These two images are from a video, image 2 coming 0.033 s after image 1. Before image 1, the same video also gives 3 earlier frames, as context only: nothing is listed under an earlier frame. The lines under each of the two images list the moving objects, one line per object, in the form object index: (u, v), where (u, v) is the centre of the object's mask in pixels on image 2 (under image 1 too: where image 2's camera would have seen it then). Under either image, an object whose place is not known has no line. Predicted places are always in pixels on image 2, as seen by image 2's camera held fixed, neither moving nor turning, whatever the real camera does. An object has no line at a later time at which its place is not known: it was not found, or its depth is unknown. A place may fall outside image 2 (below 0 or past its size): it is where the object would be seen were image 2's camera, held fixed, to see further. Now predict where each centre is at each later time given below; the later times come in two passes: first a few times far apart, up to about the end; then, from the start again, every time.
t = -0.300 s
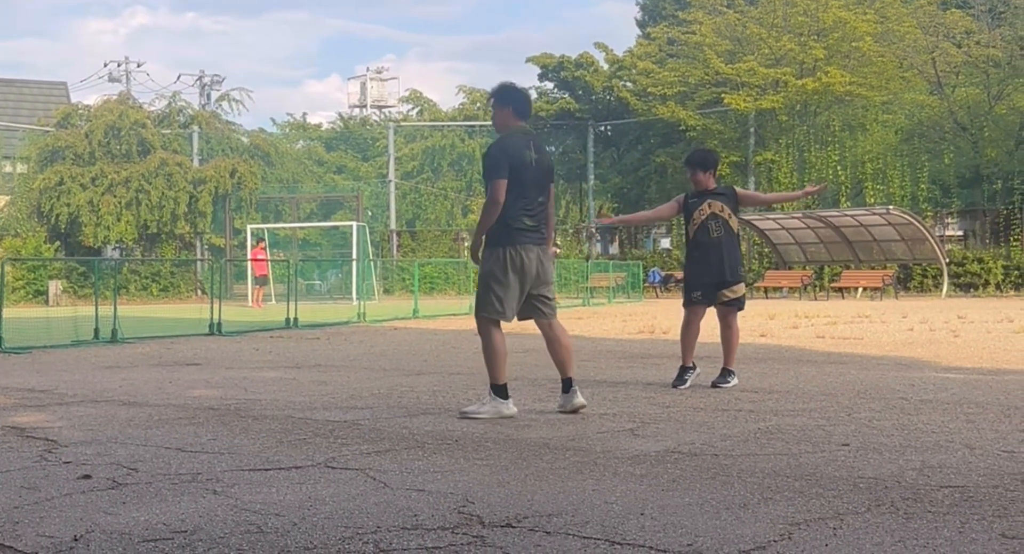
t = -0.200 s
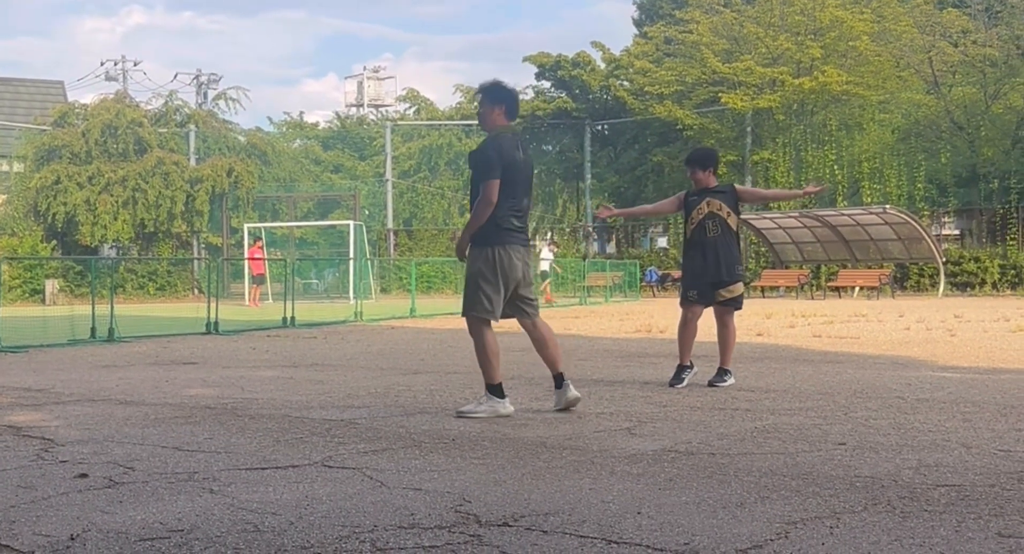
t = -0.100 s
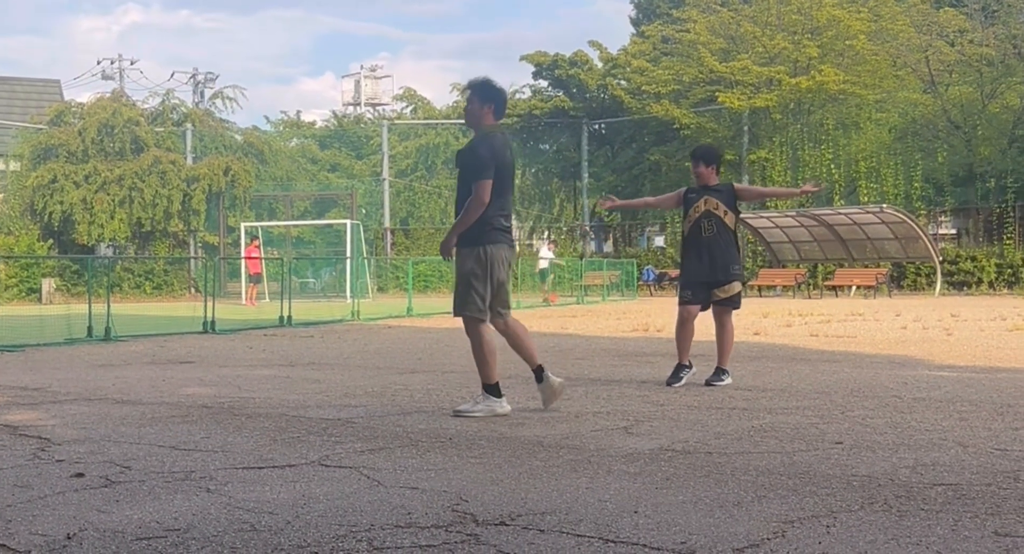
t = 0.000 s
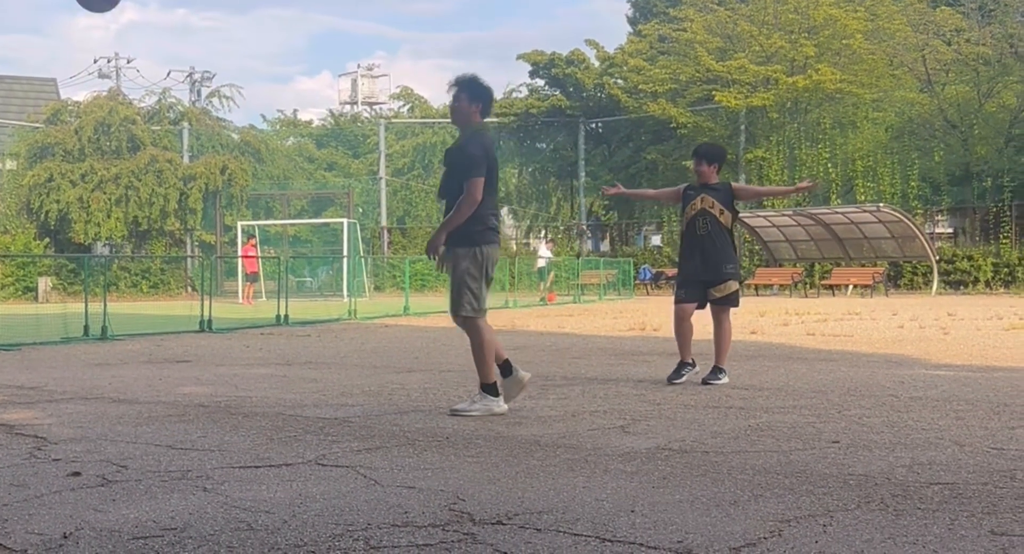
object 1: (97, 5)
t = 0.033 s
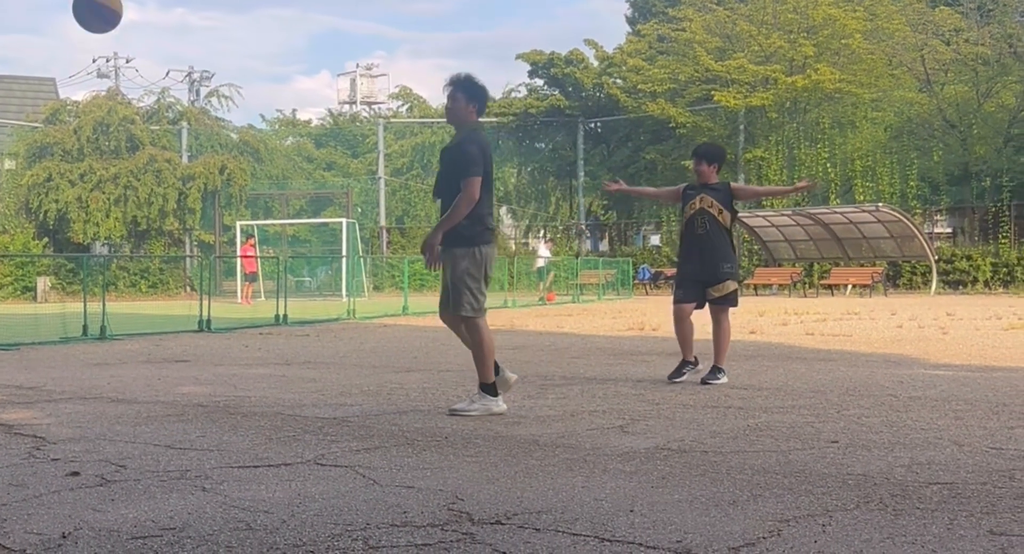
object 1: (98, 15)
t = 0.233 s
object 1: (106, 182)
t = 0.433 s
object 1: (112, 414)
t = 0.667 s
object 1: (126, 224)
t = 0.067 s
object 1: (99, 33)
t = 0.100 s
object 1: (100, 58)
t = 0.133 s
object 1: (102, 85)
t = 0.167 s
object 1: (102, 115)
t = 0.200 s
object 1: (104, 147)
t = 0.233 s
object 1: (106, 182)
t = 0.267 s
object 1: (107, 216)
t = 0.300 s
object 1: (108, 255)
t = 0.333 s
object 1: (109, 293)
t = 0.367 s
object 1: (110, 334)
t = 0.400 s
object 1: (111, 378)
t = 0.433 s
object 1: (112, 414)
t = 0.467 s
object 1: (114, 381)
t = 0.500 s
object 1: (117, 349)
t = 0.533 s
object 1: (119, 319)
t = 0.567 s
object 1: (120, 293)
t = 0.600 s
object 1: (122, 267)
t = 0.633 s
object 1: (124, 244)
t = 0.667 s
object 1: (126, 224)
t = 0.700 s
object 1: (127, 205)
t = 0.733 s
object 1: (131, 189)
